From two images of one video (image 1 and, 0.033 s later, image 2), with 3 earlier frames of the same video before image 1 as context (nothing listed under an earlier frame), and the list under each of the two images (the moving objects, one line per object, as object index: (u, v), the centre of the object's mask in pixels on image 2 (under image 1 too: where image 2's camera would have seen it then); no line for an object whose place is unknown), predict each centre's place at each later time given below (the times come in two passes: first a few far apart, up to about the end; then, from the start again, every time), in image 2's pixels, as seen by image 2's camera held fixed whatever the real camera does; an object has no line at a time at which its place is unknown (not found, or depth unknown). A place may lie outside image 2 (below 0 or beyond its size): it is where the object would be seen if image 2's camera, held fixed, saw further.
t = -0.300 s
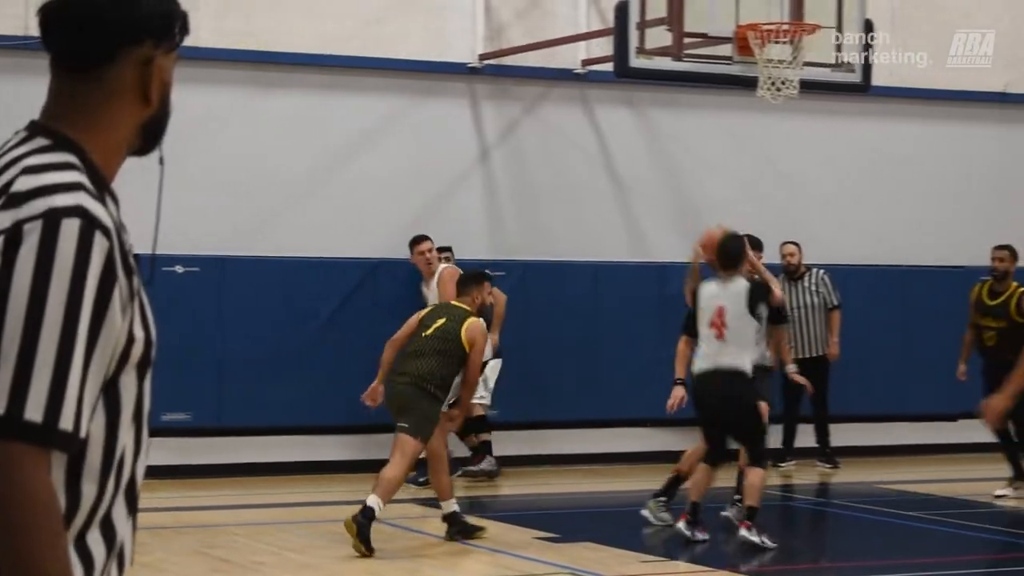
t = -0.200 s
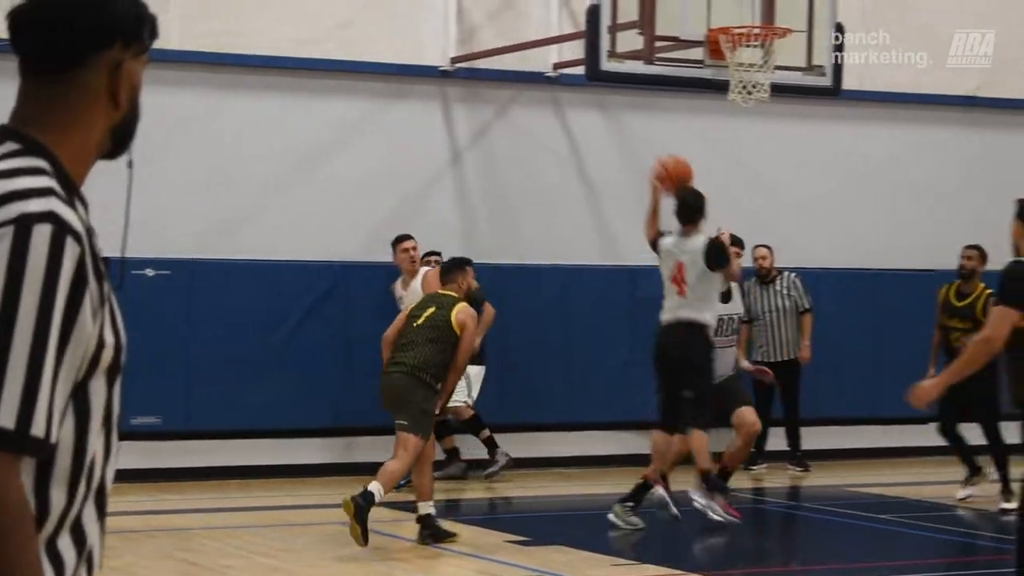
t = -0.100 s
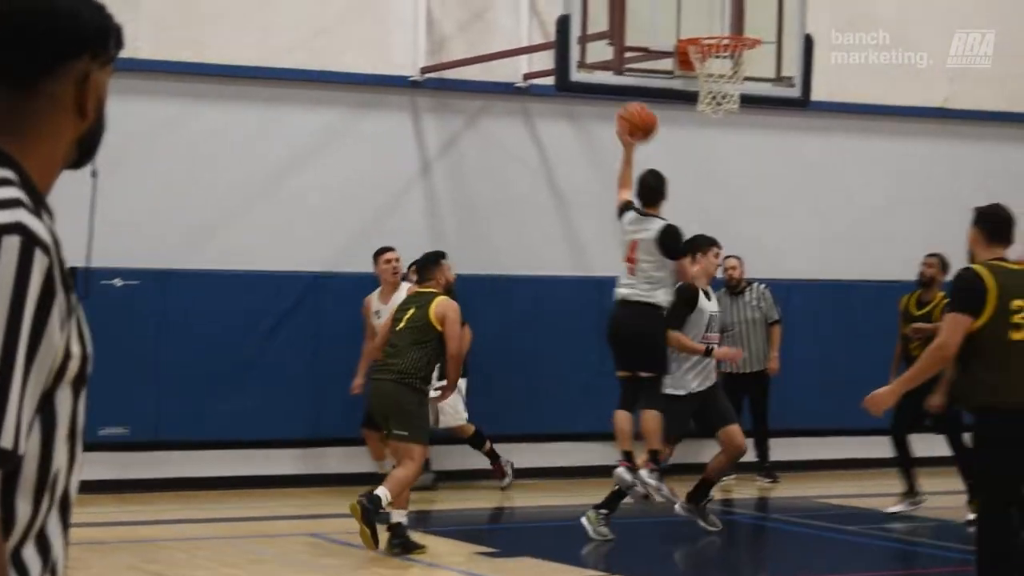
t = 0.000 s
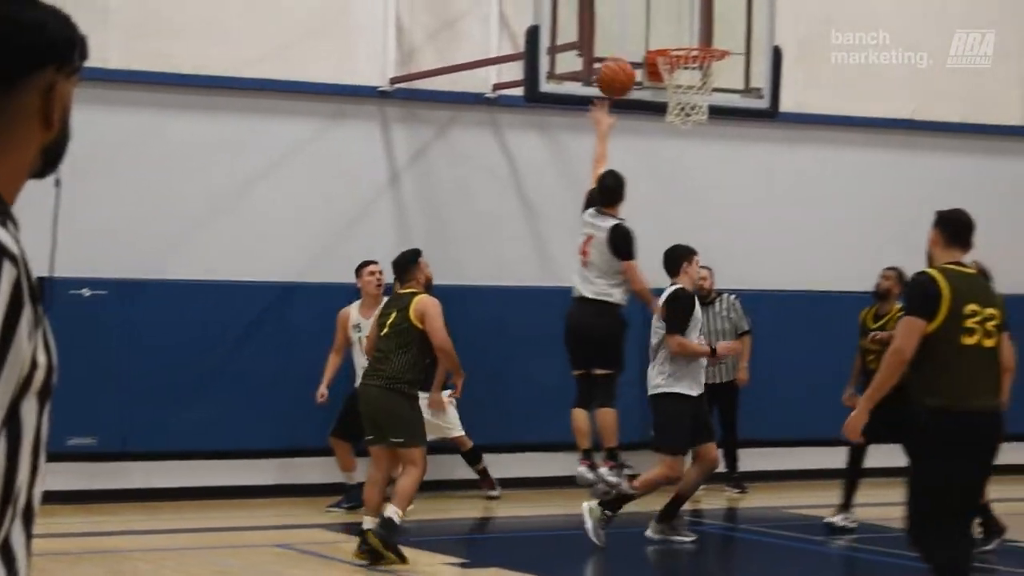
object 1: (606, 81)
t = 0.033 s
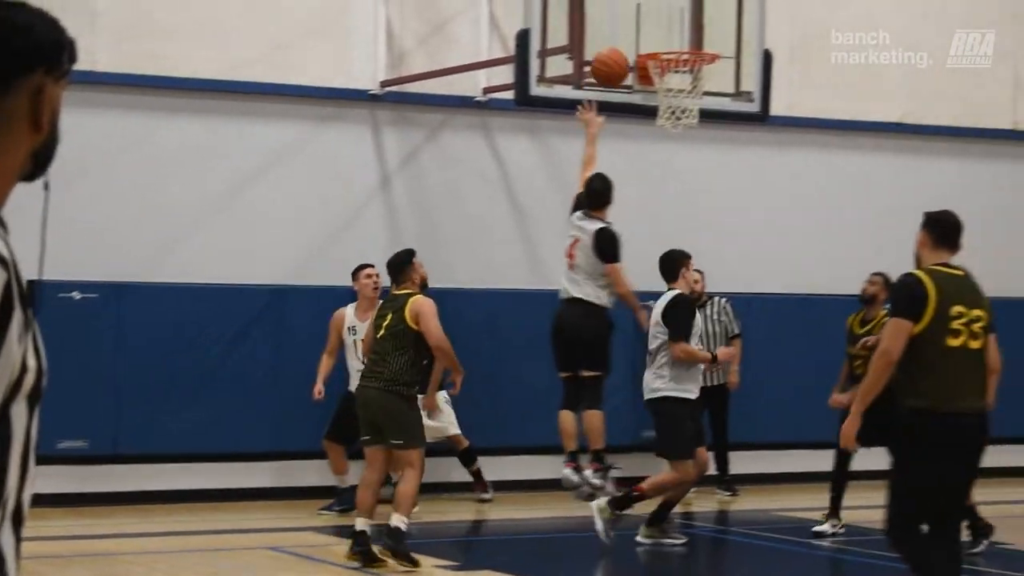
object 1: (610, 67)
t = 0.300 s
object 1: (637, 21)
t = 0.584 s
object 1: (692, 74)
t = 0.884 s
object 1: (657, 157)
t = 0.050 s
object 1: (612, 61)
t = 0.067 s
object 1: (613, 55)
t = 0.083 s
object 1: (615, 50)
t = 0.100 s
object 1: (618, 45)
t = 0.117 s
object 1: (619, 40)
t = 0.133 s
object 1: (621, 36)
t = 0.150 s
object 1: (623, 33)
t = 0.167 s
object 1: (624, 30)
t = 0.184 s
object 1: (626, 27)
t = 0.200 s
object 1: (628, 25)
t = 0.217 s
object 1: (629, 23)
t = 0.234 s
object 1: (631, 22)
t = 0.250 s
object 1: (633, 21)
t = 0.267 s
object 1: (634, 20)
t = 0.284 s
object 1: (636, 20)
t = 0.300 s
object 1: (637, 21)
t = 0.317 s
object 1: (639, 21)
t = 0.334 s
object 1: (641, 22)
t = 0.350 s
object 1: (646, 23)
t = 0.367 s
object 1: (651, 24)
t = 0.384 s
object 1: (656, 25)
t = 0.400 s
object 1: (661, 27)
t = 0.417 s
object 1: (666, 30)
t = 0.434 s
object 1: (671, 33)
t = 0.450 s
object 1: (677, 35)
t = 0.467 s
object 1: (682, 37)
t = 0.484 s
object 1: (686, 40)
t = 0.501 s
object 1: (691, 46)
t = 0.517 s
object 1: (695, 53)
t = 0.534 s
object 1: (700, 59)
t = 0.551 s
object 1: (699, 64)
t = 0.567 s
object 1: (696, 70)
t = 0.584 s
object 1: (692, 74)
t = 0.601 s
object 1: (690, 79)
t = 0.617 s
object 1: (687, 85)
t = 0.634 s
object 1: (684, 89)
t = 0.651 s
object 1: (680, 96)
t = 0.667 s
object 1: (676, 101)
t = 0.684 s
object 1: (675, 105)
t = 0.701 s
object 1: (674, 122)
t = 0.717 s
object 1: (672, 123)
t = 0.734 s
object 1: (670, 124)
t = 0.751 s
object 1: (669, 125)
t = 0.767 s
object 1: (667, 127)
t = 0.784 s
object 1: (665, 128)
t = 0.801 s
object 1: (663, 131)
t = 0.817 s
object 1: (662, 135)
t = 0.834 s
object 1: (661, 140)
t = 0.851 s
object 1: (659, 145)
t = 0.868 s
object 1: (658, 151)
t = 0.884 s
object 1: (657, 157)
